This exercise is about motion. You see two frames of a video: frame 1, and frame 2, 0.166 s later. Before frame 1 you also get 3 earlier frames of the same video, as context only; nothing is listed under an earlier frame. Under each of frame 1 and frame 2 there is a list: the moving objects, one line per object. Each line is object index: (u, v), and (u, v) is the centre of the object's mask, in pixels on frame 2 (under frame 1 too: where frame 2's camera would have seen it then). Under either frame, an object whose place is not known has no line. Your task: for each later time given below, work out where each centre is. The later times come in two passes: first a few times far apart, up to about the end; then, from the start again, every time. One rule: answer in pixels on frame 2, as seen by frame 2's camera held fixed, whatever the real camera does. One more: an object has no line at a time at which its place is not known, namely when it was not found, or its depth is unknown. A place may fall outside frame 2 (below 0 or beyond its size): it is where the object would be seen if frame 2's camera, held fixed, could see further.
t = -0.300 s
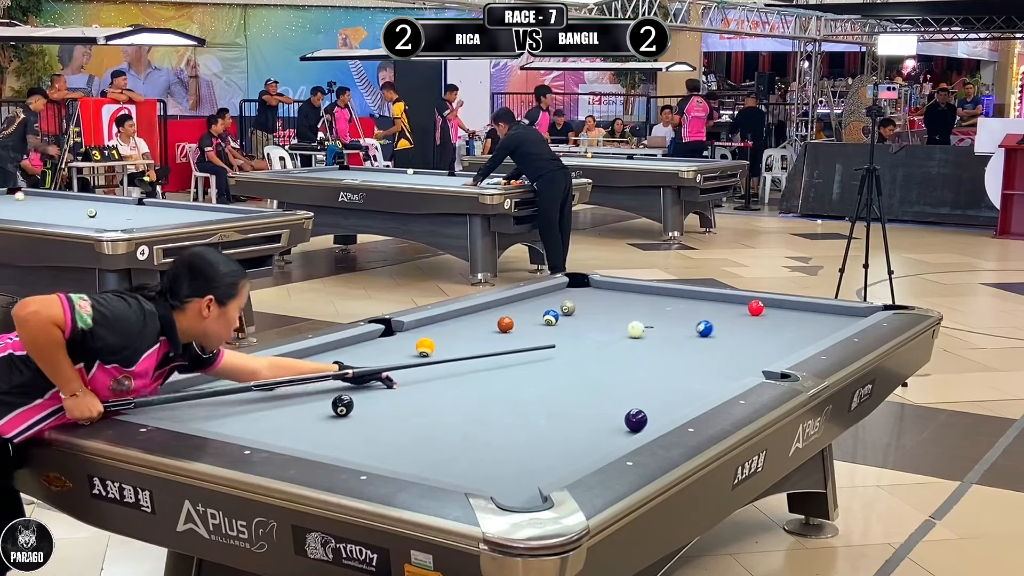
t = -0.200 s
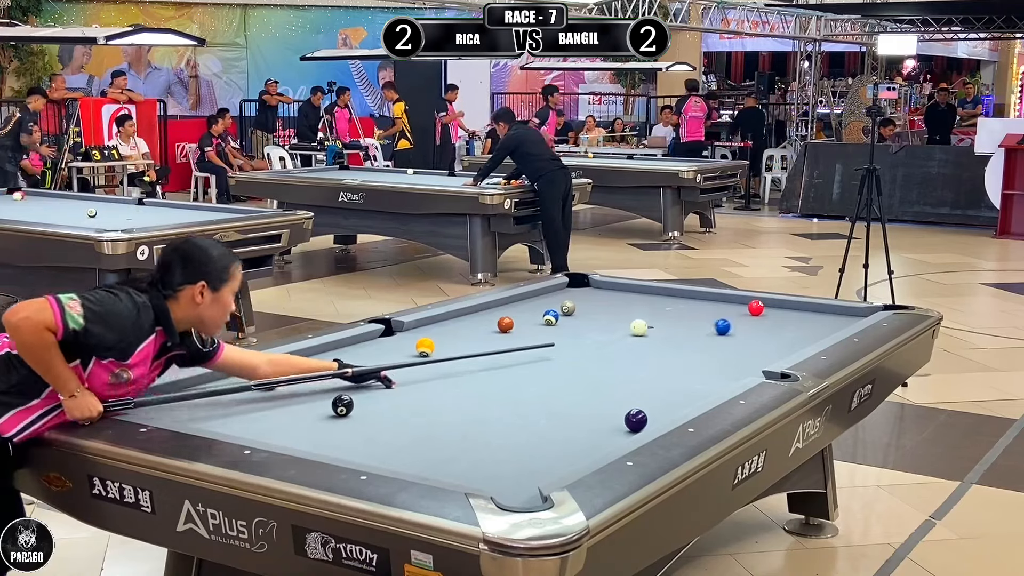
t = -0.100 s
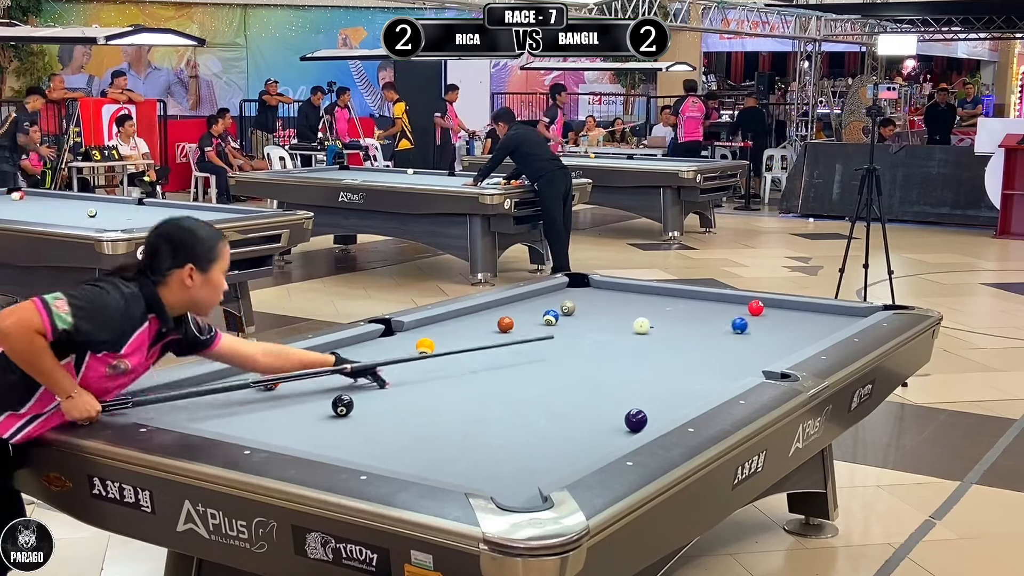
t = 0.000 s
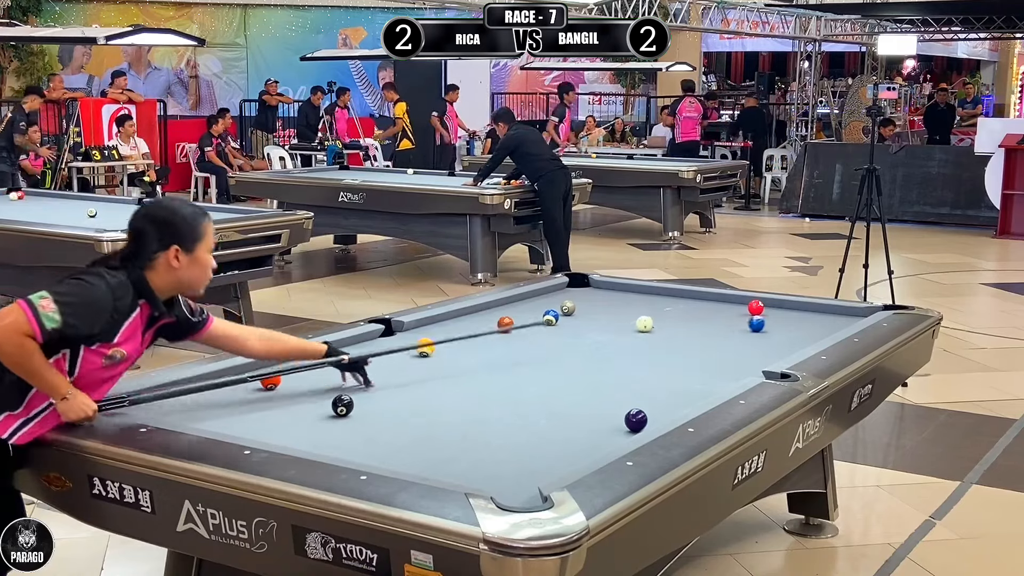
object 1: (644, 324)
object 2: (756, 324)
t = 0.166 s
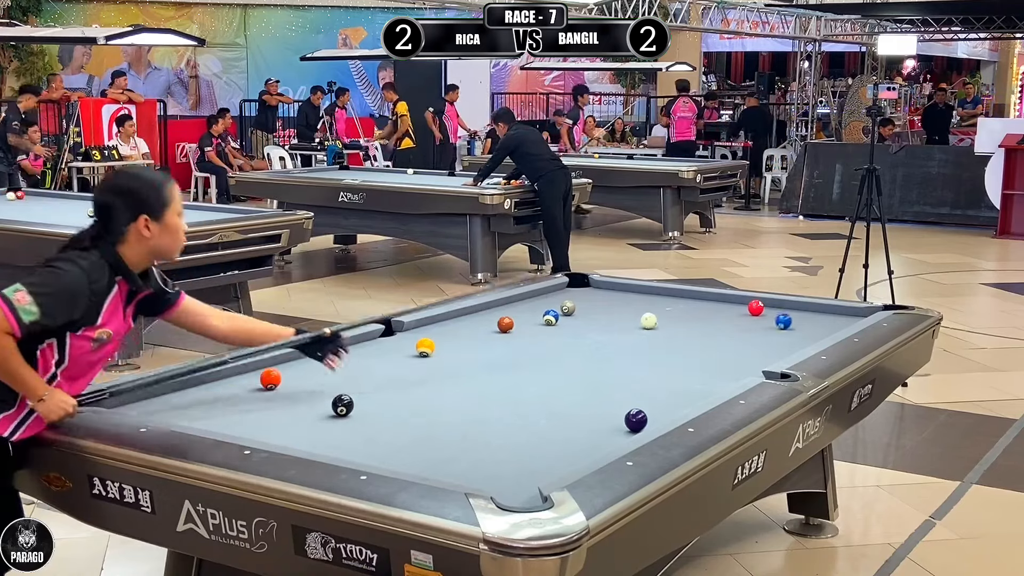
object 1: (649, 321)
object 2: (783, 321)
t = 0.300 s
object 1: (652, 319)
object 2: (804, 320)
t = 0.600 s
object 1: (659, 314)
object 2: (849, 315)
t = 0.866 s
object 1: (664, 311)
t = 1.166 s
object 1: (670, 307)
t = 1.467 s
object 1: (674, 304)
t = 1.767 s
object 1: (678, 301)
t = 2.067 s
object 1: (681, 299)
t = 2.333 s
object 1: (684, 297)
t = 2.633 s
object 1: (686, 295)
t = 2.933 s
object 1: (688, 294)
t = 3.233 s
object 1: (688, 293)
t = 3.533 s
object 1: (688, 294)
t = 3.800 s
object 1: (688, 294)
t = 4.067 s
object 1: (688, 294)
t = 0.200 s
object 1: (649, 320)
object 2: (788, 321)
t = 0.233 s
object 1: (650, 320)
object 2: (794, 321)
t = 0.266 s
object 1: (651, 319)
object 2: (799, 320)
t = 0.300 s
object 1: (652, 319)
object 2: (804, 320)
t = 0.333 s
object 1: (653, 318)
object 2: (809, 319)
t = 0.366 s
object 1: (653, 318)
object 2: (814, 319)
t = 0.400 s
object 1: (654, 317)
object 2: (819, 318)
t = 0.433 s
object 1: (655, 317)
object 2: (824, 317)
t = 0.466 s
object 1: (656, 316)
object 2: (829, 317)
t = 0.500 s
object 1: (656, 316)
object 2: (834, 317)
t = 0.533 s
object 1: (657, 315)
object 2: (839, 316)
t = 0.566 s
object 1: (658, 314)
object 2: (844, 316)
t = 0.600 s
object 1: (659, 314)
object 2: (849, 315)
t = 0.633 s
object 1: (659, 314)
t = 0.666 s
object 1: (660, 313)
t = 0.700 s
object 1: (661, 313)
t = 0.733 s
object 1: (661, 312)
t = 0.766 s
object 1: (662, 312)
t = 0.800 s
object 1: (663, 311)
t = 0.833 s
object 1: (663, 311)
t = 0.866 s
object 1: (664, 311)
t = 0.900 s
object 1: (665, 310)
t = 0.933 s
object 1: (665, 310)
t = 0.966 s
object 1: (666, 309)
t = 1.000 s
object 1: (667, 309)
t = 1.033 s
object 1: (667, 308)
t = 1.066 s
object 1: (668, 308)
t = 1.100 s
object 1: (668, 308)
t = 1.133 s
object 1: (669, 307)
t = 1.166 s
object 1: (670, 307)
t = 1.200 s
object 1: (670, 306)
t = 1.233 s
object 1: (671, 306)
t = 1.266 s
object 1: (671, 306)
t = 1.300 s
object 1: (672, 305)
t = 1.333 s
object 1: (672, 305)
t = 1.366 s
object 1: (673, 305)
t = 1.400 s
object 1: (673, 304)
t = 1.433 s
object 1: (673, 304)
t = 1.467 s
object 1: (674, 304)
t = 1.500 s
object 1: (674, 303)
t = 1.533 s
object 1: (675, 303)
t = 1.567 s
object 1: (675, 303)
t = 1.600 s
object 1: (676, 302)
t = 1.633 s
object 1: (676, 302)
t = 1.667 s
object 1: (677, 302)
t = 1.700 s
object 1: (677, 302)
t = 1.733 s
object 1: (677, 301)
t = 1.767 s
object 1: (678, 301)
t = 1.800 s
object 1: (678, 301)
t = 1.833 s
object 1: (679, 300)
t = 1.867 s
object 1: (679, 300)
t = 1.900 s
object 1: (680, 300)
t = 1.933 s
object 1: (680, 300)
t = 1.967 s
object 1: (680, 300)
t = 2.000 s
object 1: (681, 299)
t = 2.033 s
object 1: (681, 299)
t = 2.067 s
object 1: (681, 299)
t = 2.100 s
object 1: (682, 298)
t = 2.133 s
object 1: (682, 298)
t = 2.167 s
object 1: (682, 298)
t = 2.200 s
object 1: (683, 298)
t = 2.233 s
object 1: (683, 298)
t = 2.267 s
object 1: (683, 297)
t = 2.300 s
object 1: (683, 297)
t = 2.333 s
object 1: (684, 297)
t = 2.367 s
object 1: (684, 297)
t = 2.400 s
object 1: (684, 296)
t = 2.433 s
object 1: (685, 296)
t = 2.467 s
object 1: (685, 296)
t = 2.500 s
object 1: (685, 296)
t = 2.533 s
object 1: (686, 296)
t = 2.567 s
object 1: (686, 296)
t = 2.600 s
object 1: (686, 295)
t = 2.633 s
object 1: (686, 295)
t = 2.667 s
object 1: (687, 295)
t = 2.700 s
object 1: (687, 295)
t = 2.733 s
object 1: (687, 295)
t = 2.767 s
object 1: (687, 295)
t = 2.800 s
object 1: (688, 294)
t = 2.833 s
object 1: (688, 294)
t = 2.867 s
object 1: (688, 294)
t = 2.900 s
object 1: (688, 294)
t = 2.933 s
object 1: (688, 294)
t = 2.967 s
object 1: (688, 294)
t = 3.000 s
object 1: (688, 294)
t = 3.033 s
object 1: (689, 294)
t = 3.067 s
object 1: (689, 294)
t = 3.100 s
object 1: (689, 293)
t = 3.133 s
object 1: (689, 293)
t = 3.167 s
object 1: (689, 294)
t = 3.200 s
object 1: (688, 294)
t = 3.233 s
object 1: (688, 293)
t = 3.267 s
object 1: (688, 294)
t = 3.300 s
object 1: (688, 294)
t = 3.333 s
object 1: (688, 294)
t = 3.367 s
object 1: (688, 294)
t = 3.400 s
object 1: (688, 294)
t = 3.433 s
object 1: (688, 294)
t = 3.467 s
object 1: (688, 294)
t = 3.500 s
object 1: (688, 294)
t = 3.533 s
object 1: (688, 294)
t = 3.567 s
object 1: (688, 294)
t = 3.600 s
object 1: (688, 294)
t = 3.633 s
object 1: (688, 294)
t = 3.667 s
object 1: (688, 294)
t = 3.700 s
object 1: (688, 294)
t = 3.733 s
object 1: (688, 294)
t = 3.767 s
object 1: (688, 294)
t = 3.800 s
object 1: (688, 294)
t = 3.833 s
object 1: (688, 294)
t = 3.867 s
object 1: (688, 294)
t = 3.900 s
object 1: (688, 294)
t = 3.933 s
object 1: (688, 294)
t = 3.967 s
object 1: (688, 294)
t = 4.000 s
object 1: (688, 294)
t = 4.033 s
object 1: (688, 294)
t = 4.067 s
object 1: (688, 294)
